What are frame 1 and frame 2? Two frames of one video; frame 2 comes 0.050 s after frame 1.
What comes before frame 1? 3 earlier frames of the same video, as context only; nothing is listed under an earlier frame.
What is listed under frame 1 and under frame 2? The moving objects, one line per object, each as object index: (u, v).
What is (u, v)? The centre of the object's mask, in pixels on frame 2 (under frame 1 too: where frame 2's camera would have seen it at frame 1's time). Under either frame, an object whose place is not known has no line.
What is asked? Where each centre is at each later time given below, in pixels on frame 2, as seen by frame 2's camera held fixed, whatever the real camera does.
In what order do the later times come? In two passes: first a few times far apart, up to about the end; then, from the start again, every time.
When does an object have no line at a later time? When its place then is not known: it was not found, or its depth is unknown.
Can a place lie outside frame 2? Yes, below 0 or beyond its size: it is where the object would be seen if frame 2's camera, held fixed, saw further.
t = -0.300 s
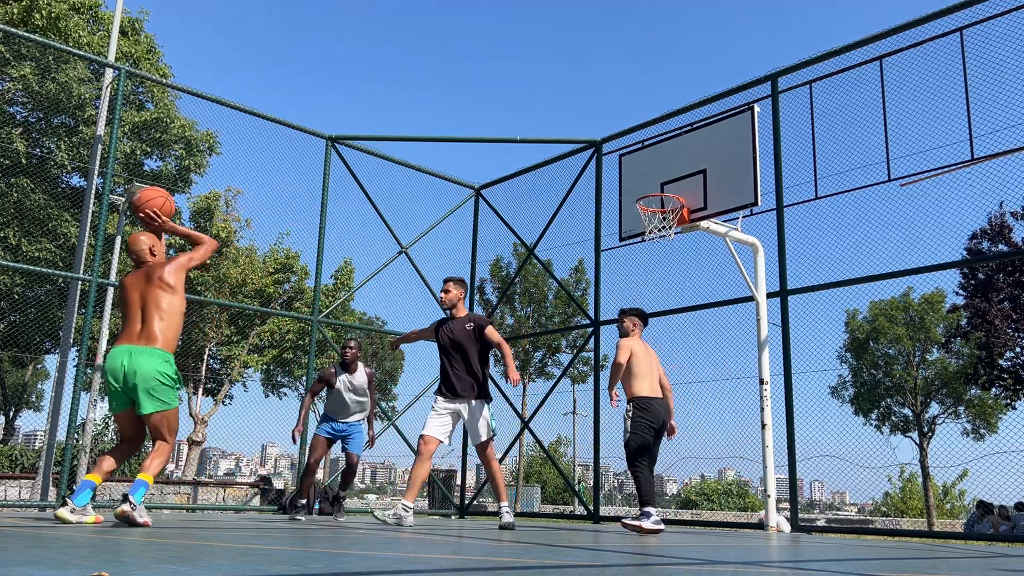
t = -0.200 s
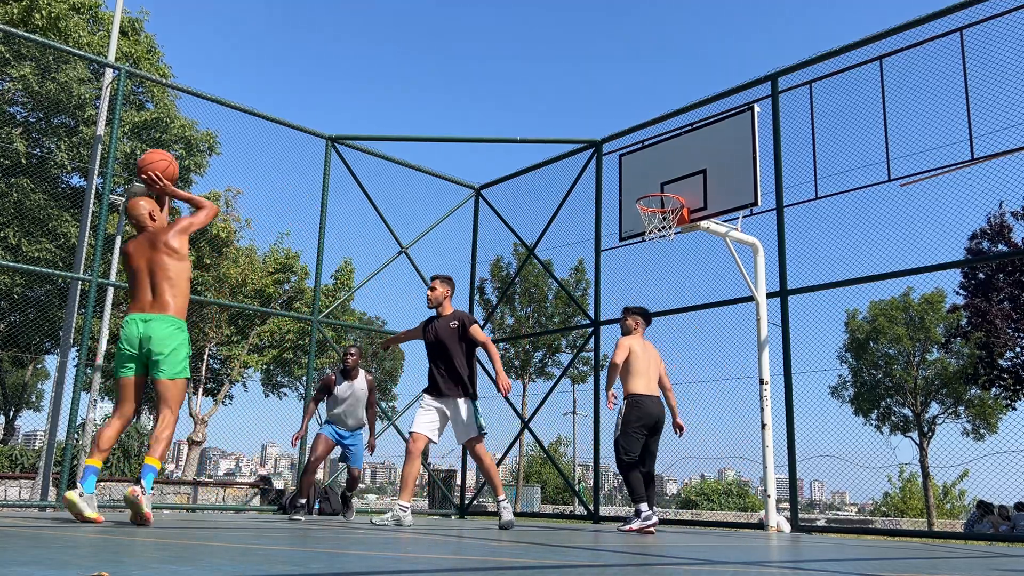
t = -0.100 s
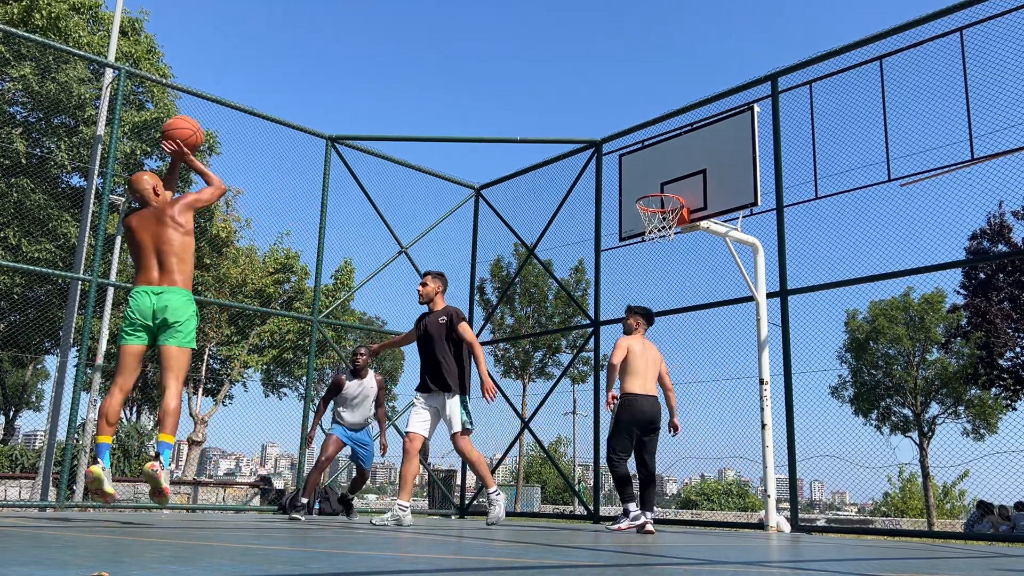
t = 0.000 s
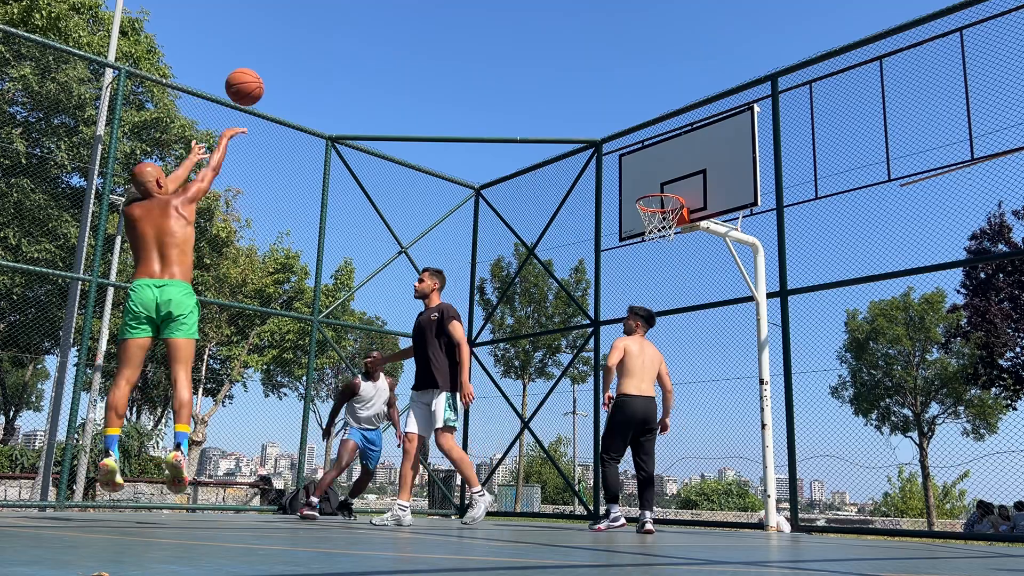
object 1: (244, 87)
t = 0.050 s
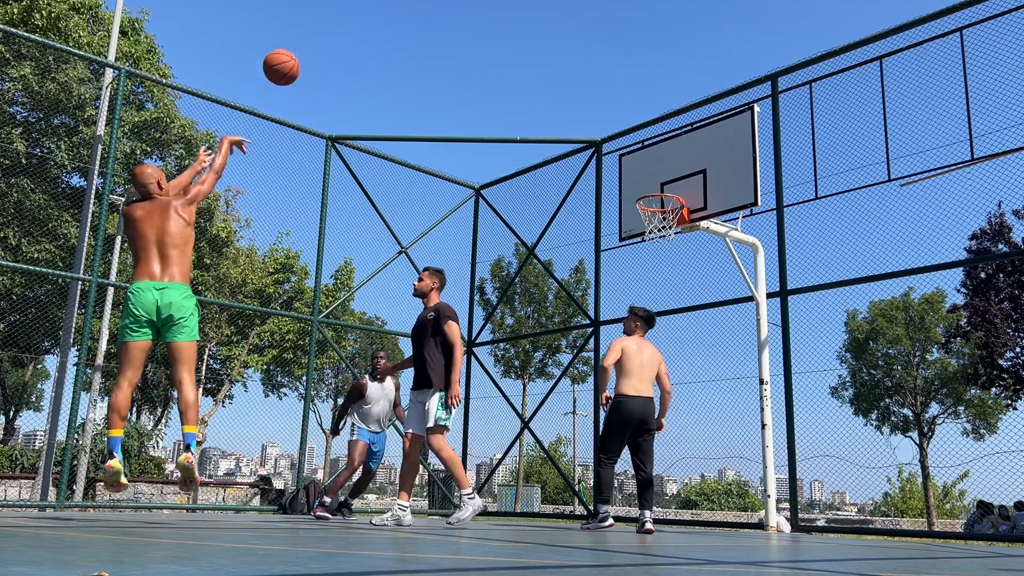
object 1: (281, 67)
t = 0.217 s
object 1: (383, 32)
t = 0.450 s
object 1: (492, 39)
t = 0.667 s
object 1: (571, 87)
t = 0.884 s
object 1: (637, 168)
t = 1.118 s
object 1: (676, 219)
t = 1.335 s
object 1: (686, 251)
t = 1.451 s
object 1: (693, 291)
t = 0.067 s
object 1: (293, 62)
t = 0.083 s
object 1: (304, 57)
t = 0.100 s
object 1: (315, 52)
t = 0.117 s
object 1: (325, 48)
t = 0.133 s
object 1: (335, 44)
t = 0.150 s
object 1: (346, 41)
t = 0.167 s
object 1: (355, 38)
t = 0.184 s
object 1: (365, 36)
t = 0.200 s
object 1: (374, 34)
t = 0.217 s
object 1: (383, 32)
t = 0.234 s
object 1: (392, 30)
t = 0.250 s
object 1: (401, 29)
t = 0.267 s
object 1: (409, 29)
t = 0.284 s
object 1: (417, 28)
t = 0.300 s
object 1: (426, 28)
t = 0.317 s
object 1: (434, 28)
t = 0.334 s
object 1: (441, 29)
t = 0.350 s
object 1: (449, 29)
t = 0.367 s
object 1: (457, 31)
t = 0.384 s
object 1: (464, 32)
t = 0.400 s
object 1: (471, 33)
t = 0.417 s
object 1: (478, 35)
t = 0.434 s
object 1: (485, 37)
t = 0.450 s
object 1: (492, 39)
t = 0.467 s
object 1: (499, 41)
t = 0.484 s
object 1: (505, 44)
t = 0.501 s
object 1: (512, 47)
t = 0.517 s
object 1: (518, 50)
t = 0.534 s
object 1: (524, 53)
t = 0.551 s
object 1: (530, 57)
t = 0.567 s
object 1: (536, 60)
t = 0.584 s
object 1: (542, 64)
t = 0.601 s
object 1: (548, 69)
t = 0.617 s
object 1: (554, 73)
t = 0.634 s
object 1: (560, 78)
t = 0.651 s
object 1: (566, 83)
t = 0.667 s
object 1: (571, 87)
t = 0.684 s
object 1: (576, 93)
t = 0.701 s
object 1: (582, 98)
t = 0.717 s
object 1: (587, 104)
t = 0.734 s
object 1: (593, 109)
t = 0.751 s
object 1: (597, 115)
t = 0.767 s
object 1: (603, 121)
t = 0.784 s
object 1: (608, 127)
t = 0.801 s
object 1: (613, 133)
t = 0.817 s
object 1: (618, 140)
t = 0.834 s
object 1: (623, 147)
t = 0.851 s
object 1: (628, 154)
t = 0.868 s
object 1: (632, 161)
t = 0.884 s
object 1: (637, 168)
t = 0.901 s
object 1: (642, 175)
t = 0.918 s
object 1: (646, 183)
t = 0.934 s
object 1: (651, 191)
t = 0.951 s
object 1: (655, 200)
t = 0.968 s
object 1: (659, 205)
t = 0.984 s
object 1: (662, 208)
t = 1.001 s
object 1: (664, 210)
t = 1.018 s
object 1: (668, 214)
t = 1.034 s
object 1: (670, 218)
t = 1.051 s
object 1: (672, 218)
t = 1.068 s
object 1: (674, 218)
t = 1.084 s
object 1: (674, 220)
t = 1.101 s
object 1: (676, 218)
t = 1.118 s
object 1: (676, 219)
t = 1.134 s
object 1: (677, 219)
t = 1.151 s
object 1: (677, 220)
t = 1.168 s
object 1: (678, 222)
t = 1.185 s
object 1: (678, 223)
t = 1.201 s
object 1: (679, 225)
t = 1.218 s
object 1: (680, 227)
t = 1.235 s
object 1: (681, 229)
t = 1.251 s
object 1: (682, 232)
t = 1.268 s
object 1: (683, 235)
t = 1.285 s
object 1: (683, 239)
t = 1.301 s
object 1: (684, 243)
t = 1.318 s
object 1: (685, 246)
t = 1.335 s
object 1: (686, 251)
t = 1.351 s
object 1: (687, 256)
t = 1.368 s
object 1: (687, 260)
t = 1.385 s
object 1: (688, 266)
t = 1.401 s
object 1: (690, 271)
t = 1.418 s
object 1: (690, 278)
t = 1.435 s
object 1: (692, 284)
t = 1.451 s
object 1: (693, 291)
